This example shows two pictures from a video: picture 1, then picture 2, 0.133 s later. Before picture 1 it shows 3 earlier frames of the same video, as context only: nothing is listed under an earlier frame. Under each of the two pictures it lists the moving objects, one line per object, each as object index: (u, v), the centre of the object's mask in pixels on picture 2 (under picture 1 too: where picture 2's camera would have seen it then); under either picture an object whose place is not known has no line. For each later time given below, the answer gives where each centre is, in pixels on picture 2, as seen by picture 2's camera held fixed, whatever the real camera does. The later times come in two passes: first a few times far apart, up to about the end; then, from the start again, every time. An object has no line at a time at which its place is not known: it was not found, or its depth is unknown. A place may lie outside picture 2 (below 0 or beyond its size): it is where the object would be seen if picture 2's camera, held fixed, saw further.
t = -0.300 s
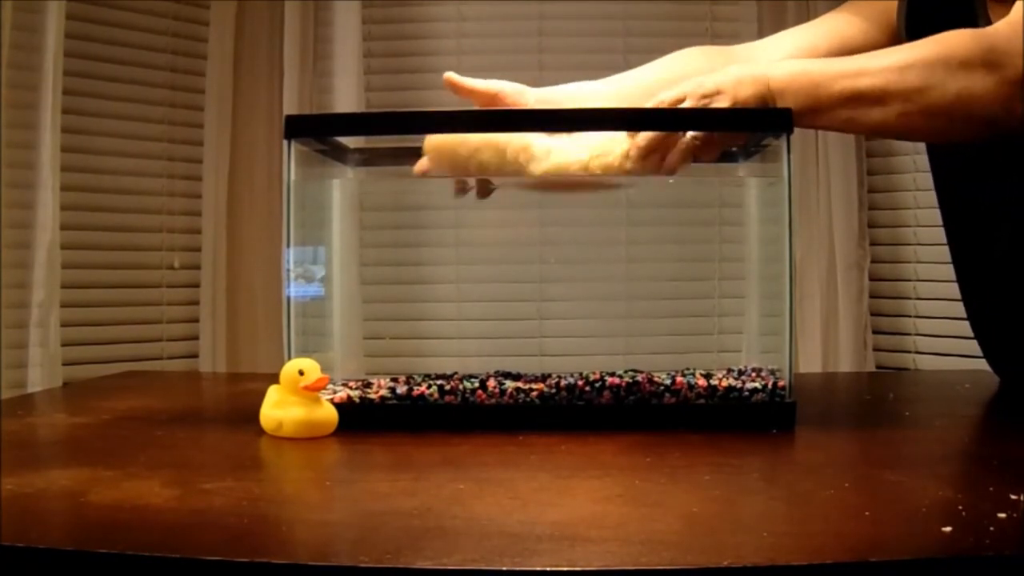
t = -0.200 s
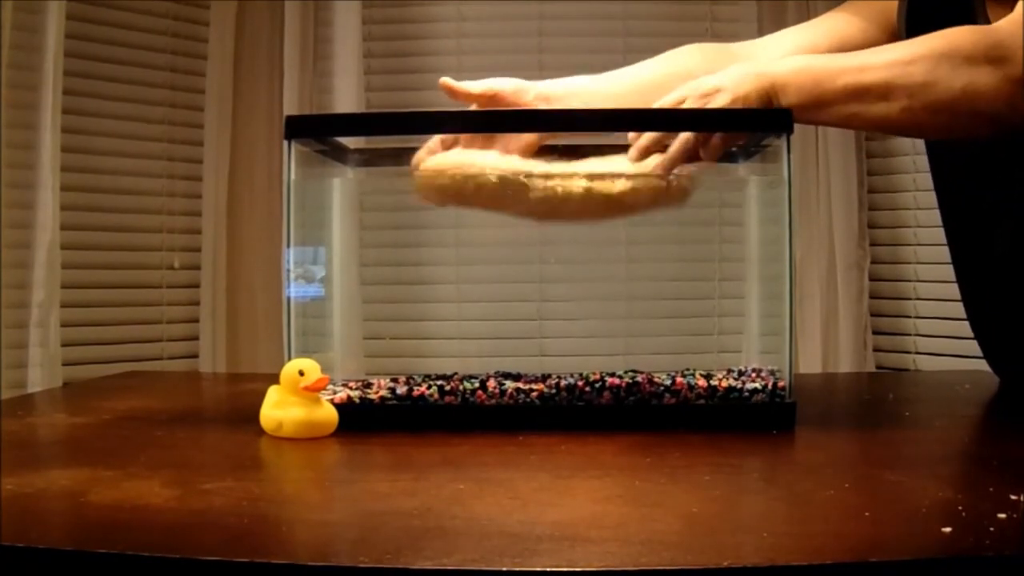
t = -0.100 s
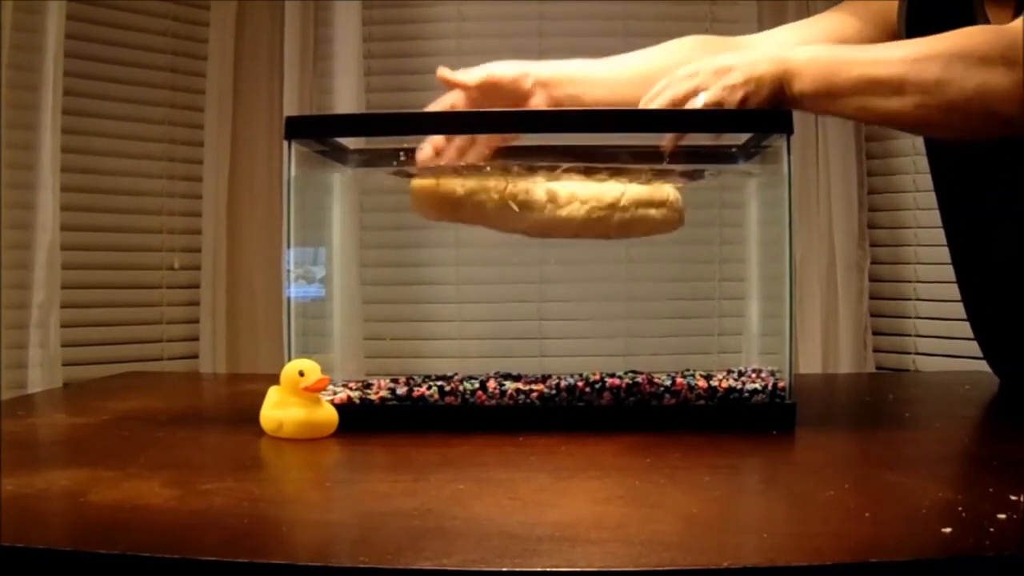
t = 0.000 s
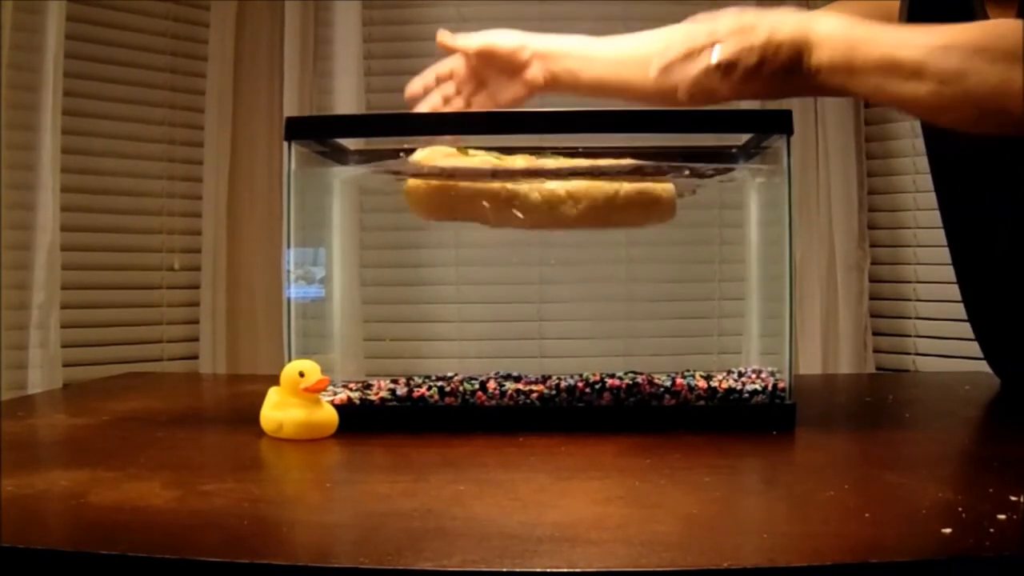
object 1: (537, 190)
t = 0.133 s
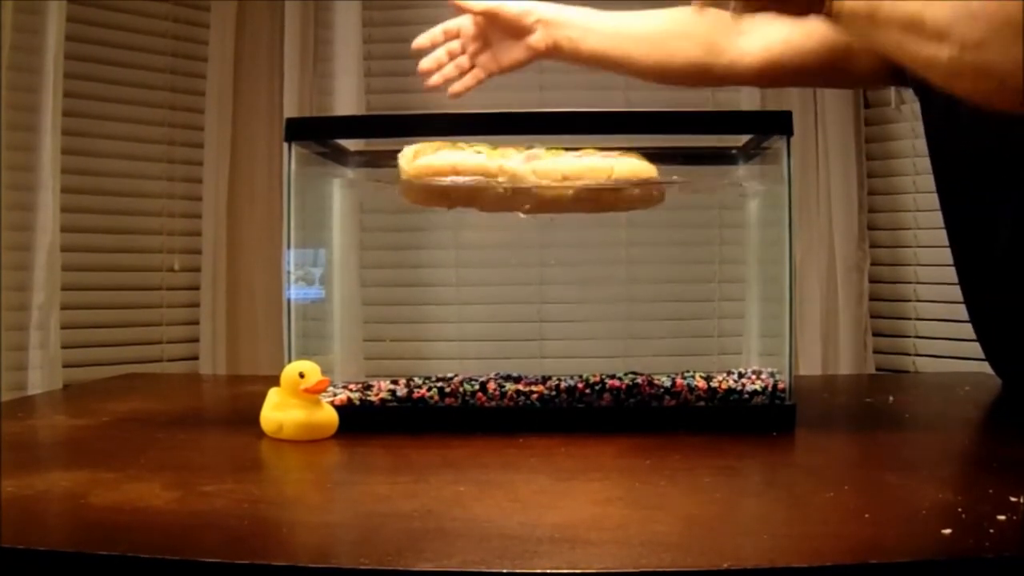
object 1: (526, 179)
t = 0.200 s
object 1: (526, 183)
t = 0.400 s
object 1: (517, 192)
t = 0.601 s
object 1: (506, 191)
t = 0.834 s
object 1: (492, 187)
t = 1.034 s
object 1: (482, 190)
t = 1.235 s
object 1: (474, 192)
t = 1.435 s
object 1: (469, 189)
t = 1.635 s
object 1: (461, 192)
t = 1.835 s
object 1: (461, 192)
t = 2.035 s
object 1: (458, 192)
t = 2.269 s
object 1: (456, 195)
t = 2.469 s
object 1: (453, 195)
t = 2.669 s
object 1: (447, 193)
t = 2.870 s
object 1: (448, 198)
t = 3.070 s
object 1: (445, 194)
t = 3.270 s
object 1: (445, 200)
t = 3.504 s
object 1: (446, 195)
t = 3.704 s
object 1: (452, 199)
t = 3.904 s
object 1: (453, 200)
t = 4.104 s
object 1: (456, 200)
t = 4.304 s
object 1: (458, 200)
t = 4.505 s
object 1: (459, 200)
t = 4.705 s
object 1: (464, 204)
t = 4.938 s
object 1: (465, 201)
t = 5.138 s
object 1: (466, 203)
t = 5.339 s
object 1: (469, 203)
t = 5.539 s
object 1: (471, 202)
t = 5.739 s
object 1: (474, 205)
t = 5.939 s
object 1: (474, 204)
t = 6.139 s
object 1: (476, 203)
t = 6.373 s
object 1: (478, 207)
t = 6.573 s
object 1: (481, 205)
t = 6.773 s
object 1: (481, 205)
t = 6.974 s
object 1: (483, 206)
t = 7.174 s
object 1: (487, 206)
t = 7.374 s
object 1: (488, 207)
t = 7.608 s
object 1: (489, 208)
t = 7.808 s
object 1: (491, 207)
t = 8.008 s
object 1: (494, 208)
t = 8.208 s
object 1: (496, 209)
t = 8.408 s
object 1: (497, 208)
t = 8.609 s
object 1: (498, 208)
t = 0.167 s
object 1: (526, 181)
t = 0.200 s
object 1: (526, 183)
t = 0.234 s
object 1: (522, 184)
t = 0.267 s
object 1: (521, 187)
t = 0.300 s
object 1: (530, 188)
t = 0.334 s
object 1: (521, 191)
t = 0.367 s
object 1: (521, 191)
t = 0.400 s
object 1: (517, 192)
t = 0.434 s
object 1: (515, 191)
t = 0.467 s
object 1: (512, 190)
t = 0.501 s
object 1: (510, 189)
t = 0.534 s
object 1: (508, 189)
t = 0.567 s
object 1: (507, 190)
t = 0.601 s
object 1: (506, 191)
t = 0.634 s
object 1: (503, 192)
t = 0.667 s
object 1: (504, 192)
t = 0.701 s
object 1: (500, 192)
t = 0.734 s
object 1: (498, 191)
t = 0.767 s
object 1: (497, 190)
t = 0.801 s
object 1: (495, 189)
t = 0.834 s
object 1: (492, 187)
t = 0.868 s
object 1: (490, 186)
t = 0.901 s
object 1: (489, 186)
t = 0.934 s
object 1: (487, 186)
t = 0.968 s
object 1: (486, 187)
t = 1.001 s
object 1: (484, 188)
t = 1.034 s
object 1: (482, 190)
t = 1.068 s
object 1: (481, 192)
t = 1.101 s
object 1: (481, 193)
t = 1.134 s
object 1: (479, 194)
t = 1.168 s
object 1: (477, 194)
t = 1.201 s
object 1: (476, 193)
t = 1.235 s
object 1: (474, 192)
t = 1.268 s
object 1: (473, 191)
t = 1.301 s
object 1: (473, 190)
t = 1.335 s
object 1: (472, 189)
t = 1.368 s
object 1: (471, 189)
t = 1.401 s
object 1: (470, 189)
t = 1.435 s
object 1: (469, 189)
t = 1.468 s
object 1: (468, 190)
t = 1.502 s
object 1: (467, 191)
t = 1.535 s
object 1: (464, 191)
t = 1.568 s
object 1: (463, 192)
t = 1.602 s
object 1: (462, 192)
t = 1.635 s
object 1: (461, 192)
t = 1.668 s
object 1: (460, 191)
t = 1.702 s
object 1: (459, 192)
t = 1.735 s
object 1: (460, 192)
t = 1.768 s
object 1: (460, 192)
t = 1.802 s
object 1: (460, 192)
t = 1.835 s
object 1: (461, 192)
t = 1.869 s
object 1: (462, 192)
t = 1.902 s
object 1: (461, 192)
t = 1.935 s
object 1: (461, 192)
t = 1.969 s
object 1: (460, 192)
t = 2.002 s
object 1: (459, 192)
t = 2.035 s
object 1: (458, 192)
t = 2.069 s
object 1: (457, 192)
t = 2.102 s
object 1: (457, 192)
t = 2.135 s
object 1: (457, 193)
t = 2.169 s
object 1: (456, 193)
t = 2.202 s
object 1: (456, 194)
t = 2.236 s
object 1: (455, 194)
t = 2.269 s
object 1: (456, 195)
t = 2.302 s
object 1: (456, 196)
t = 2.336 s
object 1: (456, 196)
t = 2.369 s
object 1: (456, 196)
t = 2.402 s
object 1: (455, 196)
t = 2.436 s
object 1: (454, 195)
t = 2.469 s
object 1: (453, 195)
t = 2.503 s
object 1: (450, 194)
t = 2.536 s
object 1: (449, 193)
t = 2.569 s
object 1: (449, 192)
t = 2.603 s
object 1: (448, 192)
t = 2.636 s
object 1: (448, 192)
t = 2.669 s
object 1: (447, 193)
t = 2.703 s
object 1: (447, 194)
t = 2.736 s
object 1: (446, 195)
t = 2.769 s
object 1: (446, 197)
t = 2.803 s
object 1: (447, 198)
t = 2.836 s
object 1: (448, 198)
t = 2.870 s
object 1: (448, 198)
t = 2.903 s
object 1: (447, 198)
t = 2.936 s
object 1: (446, 197)
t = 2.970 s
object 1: (445, 196)
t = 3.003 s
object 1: (445, 195)
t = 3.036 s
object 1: (445, 195)
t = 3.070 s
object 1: (445, 194)
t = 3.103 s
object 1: (445, 195)
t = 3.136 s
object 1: (445, 196)
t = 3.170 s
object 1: (446, 197)
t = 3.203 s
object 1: (446, 198)
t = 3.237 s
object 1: (445, 199)
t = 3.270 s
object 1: (445, 200)
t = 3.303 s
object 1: (445, 200)
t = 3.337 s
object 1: (445, 200)
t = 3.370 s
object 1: (445, 199)
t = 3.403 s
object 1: (445, 198)
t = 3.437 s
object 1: (445, 196)
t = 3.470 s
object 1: (446, 196)
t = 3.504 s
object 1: (446, 195)
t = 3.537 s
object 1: (447, 195)
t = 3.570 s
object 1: (448, 196)
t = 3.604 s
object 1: (449, 196)
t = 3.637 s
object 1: (450, 197)
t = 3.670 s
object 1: (451, 199)
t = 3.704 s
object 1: (452, 199)
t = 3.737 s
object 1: (453, 200)
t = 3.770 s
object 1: (453, 201)
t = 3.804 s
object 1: (454, 200)
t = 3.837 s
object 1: (453, 200)
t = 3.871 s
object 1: (454, 200)
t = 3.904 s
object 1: (453, 200)
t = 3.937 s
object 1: (454, 199)
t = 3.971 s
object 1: (454, 199)
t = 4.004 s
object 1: (454, 199)
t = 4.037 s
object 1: (454, 200)
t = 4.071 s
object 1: (455, 200)
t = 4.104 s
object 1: (456, 200)
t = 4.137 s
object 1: (456, 201)
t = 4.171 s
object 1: (457, 201)
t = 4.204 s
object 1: (458, 201)
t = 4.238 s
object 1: (458, 201)
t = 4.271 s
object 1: (458, 201)
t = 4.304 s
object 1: (458, 200)
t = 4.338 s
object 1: (458, 200)
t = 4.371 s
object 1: (458, 199)
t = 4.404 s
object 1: (458, 199)
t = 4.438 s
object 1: (458, 199)
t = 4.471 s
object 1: (459, 199)
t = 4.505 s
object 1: (459, 200)
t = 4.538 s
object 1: (460, 201)
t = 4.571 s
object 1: (461, 201)
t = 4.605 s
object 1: (462, 202)
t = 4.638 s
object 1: (463, 203)
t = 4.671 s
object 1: (464, 203)
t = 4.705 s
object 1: (464, 204)
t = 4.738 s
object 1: (465, 203)
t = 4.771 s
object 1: (465, 203)
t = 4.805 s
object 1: (465, 202)
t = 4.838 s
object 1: (465, 202)
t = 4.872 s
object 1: (465, 202)
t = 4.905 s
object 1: (465, 201)
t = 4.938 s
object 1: (465, 201)
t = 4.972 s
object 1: (465, 201)
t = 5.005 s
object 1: (464, 201)
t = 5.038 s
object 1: (464, 201)
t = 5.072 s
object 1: (465, 202)
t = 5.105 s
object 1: (466, 202)
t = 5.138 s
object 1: (466, 203)
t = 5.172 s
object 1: (467, 203)
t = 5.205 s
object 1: (468, 203)
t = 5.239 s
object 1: (469, 203)
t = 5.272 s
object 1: (469, 203)
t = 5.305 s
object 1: (469, 204)
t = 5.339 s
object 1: (469, 203)
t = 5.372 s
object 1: (469, 203)
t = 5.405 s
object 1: (470, 202)
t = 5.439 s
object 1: (470, 202)
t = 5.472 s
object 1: (470, 202)
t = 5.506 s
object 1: (471, 202)
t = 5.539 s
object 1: (471, 202)
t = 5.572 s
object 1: (471, 202)
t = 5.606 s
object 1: (471, 203)
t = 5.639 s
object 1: (472, 204)
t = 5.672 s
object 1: (472, 204)
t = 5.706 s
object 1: (473, 204)
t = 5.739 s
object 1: (474, 205)
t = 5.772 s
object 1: (474, 205)
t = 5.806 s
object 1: (474, 205)
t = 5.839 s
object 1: (475, 205)
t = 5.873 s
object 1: (475, 204)
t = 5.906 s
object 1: (475, 204)
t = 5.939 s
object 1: (474, 204)
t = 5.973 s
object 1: (474, 203)
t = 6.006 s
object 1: (474, 203)
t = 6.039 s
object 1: (474, 203)
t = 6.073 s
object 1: (475, 203)
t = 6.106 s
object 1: (475, 203)
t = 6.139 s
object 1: (476, 203)
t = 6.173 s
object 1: (476, 204)
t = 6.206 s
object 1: (476, 204)
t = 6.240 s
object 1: (477, 204)
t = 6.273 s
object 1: (477, 205)
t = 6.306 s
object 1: (477, 206)
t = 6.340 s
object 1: (478, 206)
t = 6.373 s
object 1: (478, 207)
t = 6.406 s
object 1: (479, 206)
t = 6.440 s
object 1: (480, 206)
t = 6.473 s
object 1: (480, 206)
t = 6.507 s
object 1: (480, 206)
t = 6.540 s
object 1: (480, 206)
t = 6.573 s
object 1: (481, 205)
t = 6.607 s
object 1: (481, 205)
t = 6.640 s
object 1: (481, 205)
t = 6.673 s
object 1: (481, 205)
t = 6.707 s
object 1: (481, 205)
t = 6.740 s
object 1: (481, 205)
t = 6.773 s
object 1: (481, 205)
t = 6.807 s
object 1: (481, 205)
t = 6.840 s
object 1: (481, 205)
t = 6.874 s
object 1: (481, 206)
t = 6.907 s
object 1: (482, 206)
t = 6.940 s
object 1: (482, 206)
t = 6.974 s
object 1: (483, 206)
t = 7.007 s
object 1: (484, 207)
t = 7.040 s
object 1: (484, 207)
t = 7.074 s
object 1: (485, 207)
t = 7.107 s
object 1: (486, 207)
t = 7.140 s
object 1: (486, 206)
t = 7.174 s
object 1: (487, 206)
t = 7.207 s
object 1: (487, 207)
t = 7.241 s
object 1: (487, 207)
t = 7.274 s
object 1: (487, 207)
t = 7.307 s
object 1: (487, 207)
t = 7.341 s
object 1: (487, 207)
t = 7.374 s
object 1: (488, 207)
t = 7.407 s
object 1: (488, 207)
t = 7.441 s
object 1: (487, 208)
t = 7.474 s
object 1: (489, 207)
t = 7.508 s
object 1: (489, 207)
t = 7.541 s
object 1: (489, 207)
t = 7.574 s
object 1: (489, 208)
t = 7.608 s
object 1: (489, 208)
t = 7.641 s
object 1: (489, 208)
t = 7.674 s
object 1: (489, 208)
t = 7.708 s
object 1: (490, 208)
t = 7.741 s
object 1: (490, 208)
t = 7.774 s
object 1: (490, 208)
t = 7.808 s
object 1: (491, 207)
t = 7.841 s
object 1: (491, 208)
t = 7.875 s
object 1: (492, 207)
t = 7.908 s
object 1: (493, 207)
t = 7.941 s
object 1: (494, 207)
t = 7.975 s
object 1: (494, 207)
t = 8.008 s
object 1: (494, 208)
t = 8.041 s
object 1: (495, 208)
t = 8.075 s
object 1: (495, 209)
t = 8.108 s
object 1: (495, 209)
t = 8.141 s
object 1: (495, 209)
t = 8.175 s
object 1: (496, 209)
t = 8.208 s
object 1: (496, 209)
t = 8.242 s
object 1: (496, 209)
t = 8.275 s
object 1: (497, 209)
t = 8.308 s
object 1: (497, 209)
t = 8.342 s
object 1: (498, 208)
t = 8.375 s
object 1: (498, 208)
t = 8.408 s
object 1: (497, 208)
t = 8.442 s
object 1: (497, 208)
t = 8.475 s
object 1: (497, 208)
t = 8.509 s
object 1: (497, 208)
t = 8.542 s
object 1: (498, 208)
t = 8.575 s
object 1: (498, 208)
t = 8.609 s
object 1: (498, 208)
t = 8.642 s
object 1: (499, 208)
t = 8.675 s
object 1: (499, 208)
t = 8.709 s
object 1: (500, 208)
